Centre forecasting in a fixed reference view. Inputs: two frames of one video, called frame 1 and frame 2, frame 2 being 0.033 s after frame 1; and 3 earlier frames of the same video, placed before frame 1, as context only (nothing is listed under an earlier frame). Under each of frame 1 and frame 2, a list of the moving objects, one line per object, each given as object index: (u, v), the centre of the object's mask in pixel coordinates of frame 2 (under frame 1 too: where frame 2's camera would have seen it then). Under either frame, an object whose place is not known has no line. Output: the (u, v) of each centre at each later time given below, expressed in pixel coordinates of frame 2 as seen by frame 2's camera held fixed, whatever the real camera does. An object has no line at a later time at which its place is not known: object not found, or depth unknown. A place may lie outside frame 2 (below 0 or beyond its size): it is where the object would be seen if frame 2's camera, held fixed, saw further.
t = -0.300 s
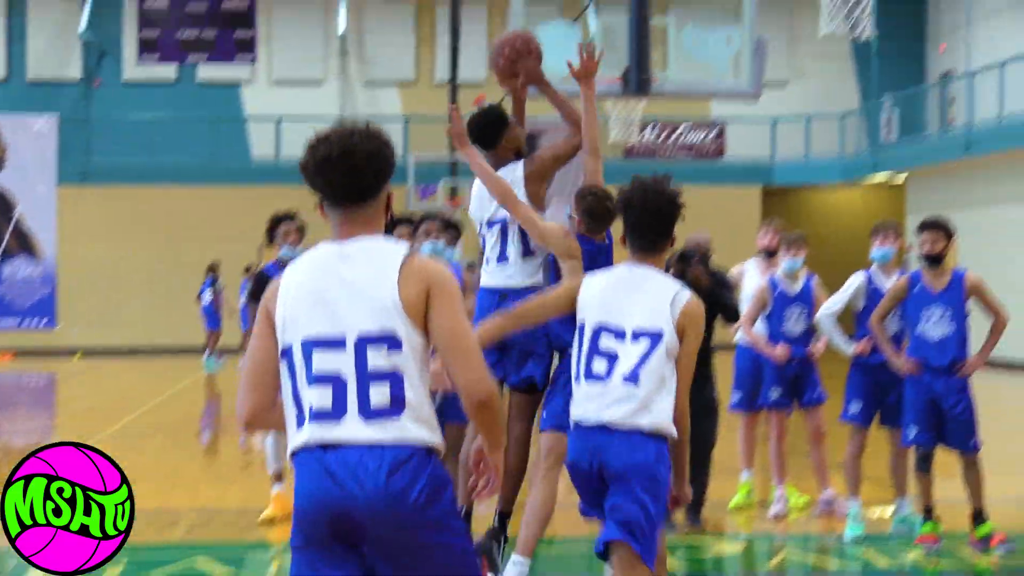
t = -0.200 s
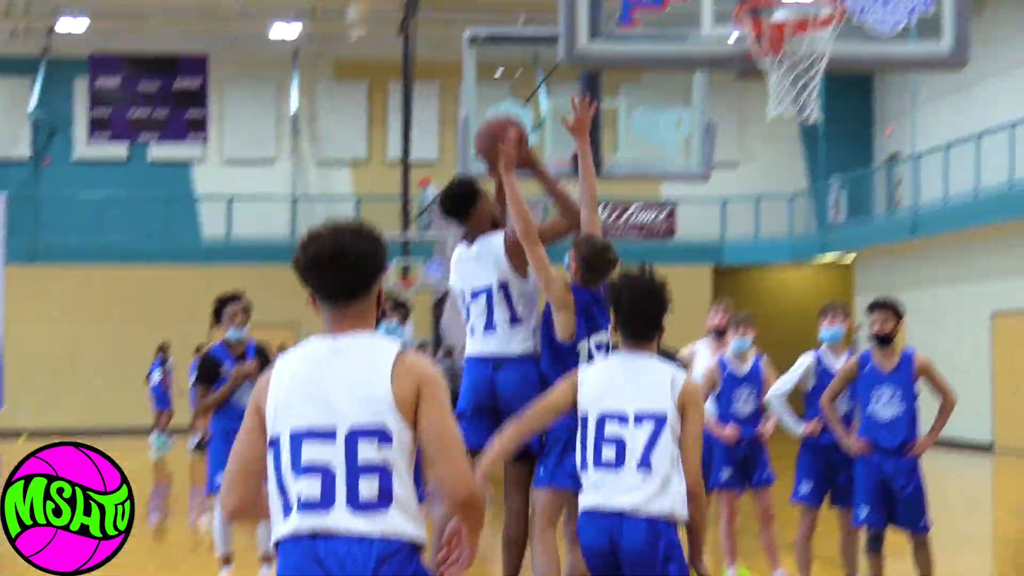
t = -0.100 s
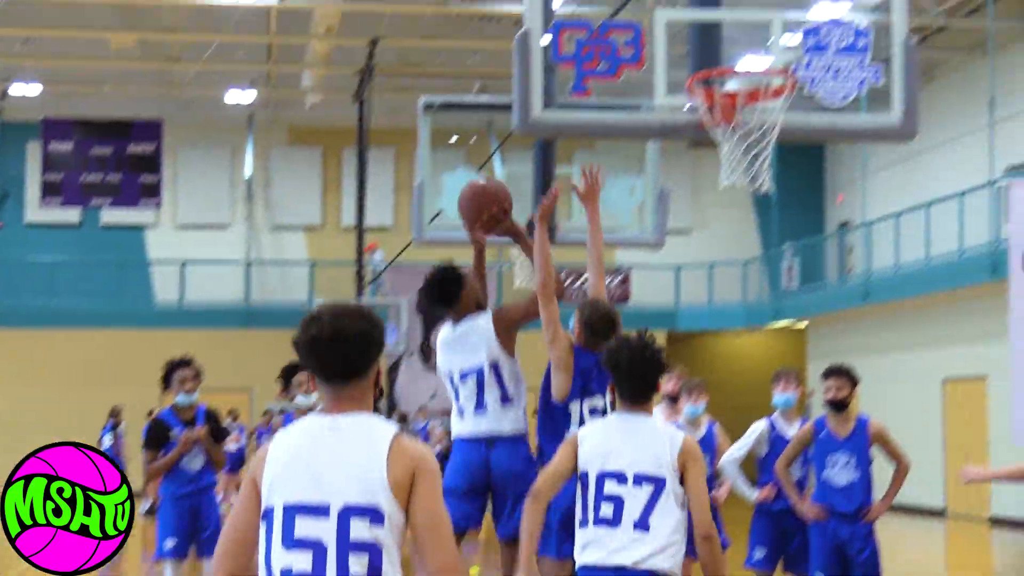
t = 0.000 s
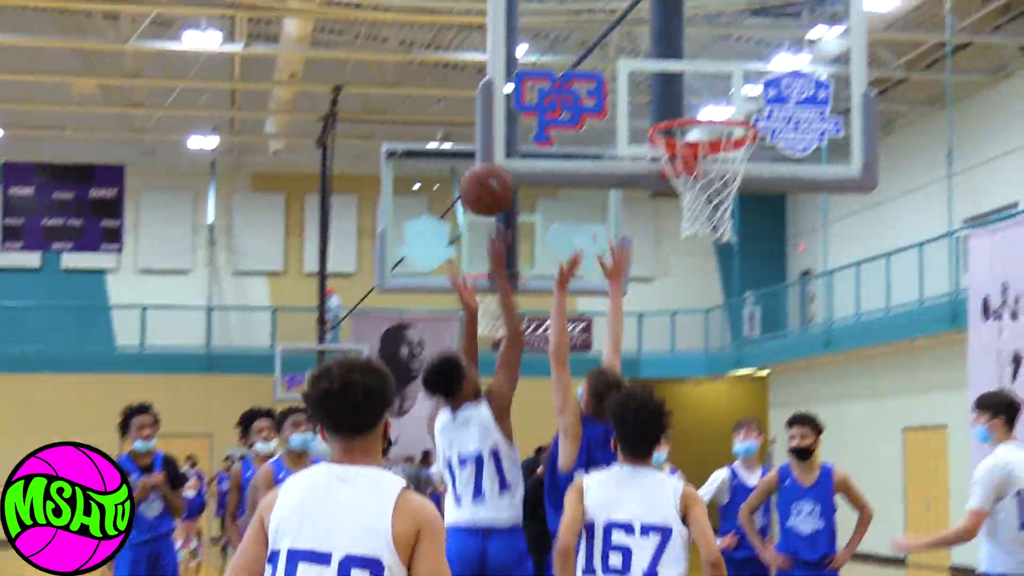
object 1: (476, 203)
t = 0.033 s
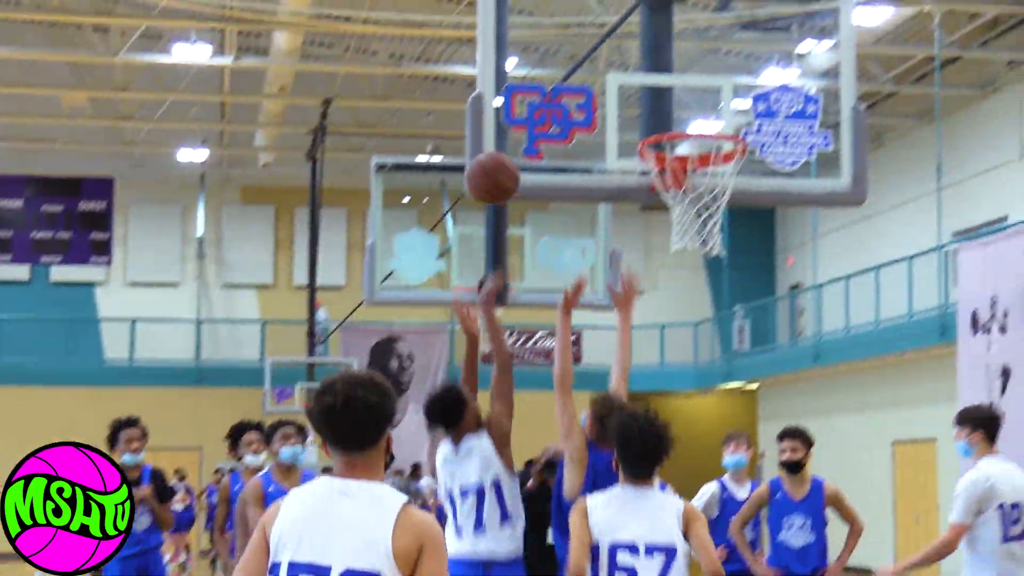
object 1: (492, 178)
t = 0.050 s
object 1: (500, 166)
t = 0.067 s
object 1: (509, 155)
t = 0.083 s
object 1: (517, 145)
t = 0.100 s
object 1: (525, 136)
